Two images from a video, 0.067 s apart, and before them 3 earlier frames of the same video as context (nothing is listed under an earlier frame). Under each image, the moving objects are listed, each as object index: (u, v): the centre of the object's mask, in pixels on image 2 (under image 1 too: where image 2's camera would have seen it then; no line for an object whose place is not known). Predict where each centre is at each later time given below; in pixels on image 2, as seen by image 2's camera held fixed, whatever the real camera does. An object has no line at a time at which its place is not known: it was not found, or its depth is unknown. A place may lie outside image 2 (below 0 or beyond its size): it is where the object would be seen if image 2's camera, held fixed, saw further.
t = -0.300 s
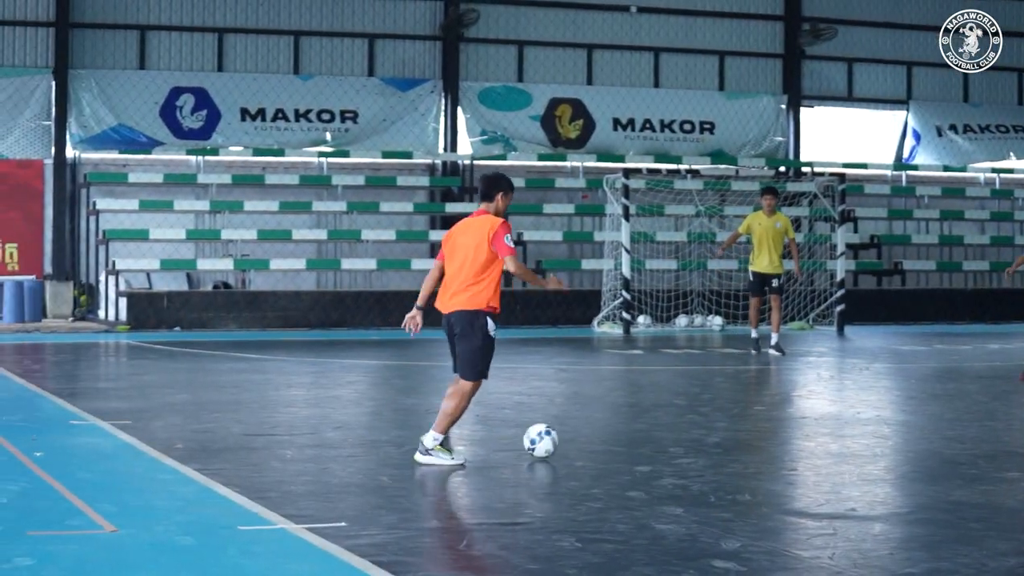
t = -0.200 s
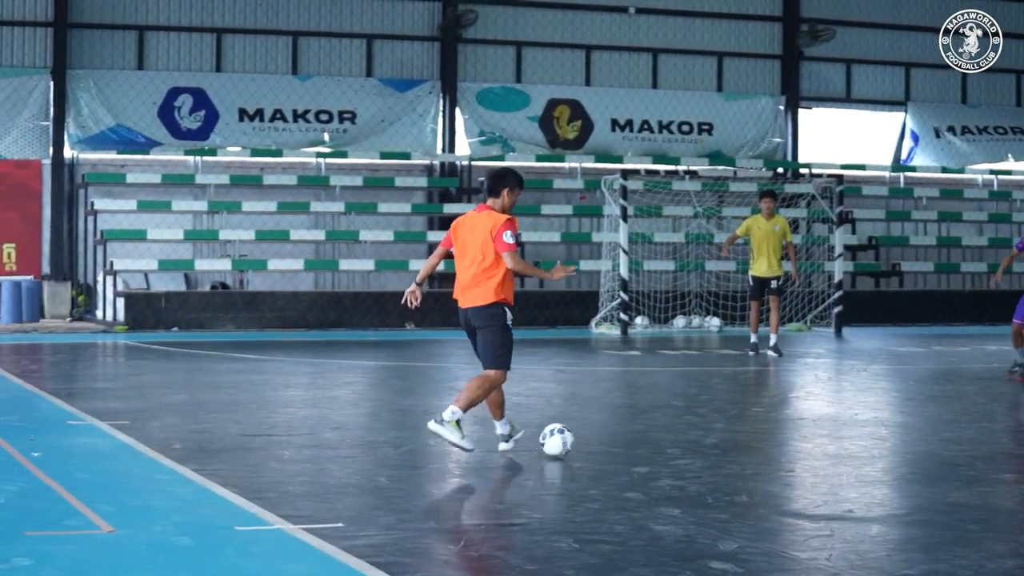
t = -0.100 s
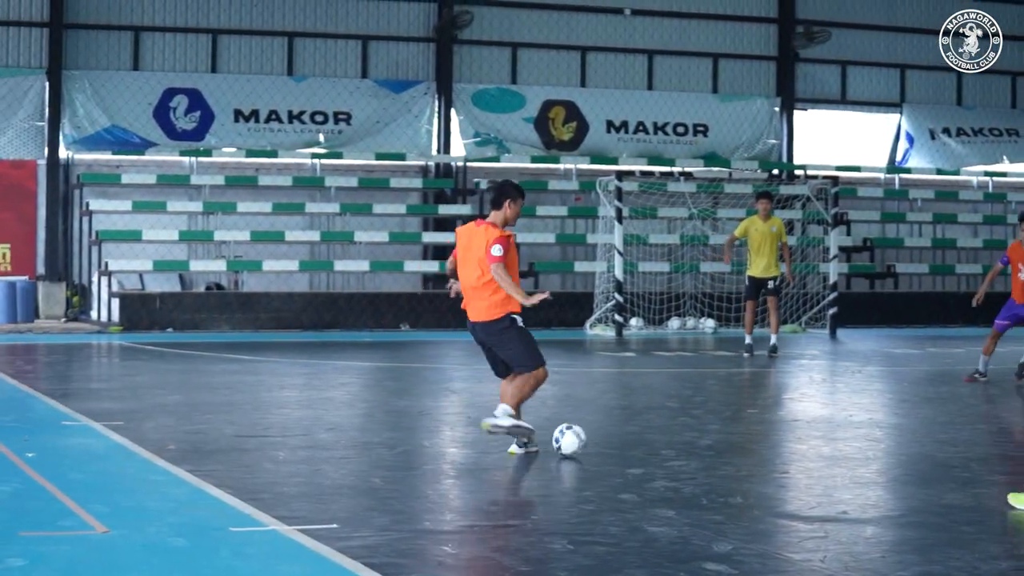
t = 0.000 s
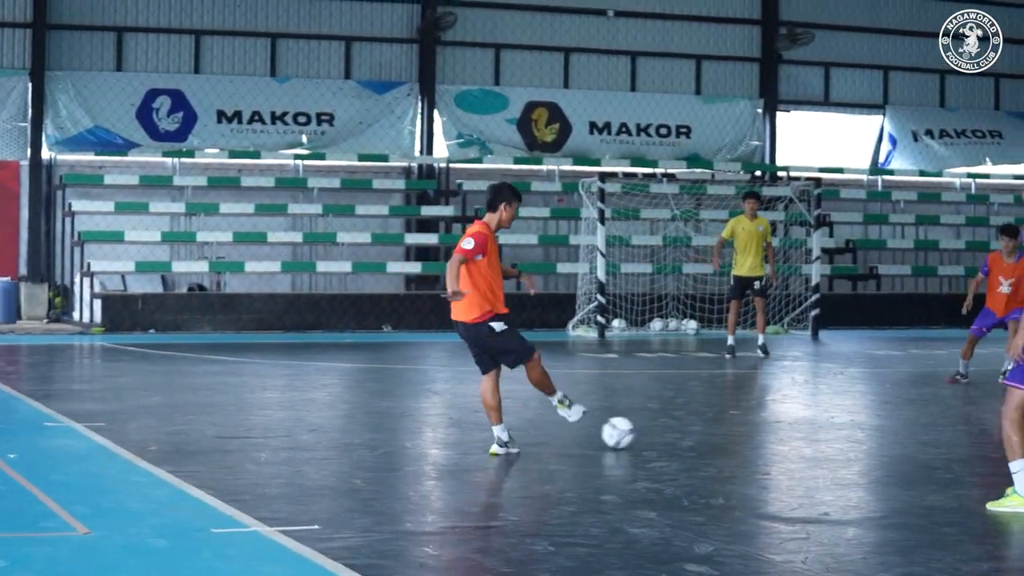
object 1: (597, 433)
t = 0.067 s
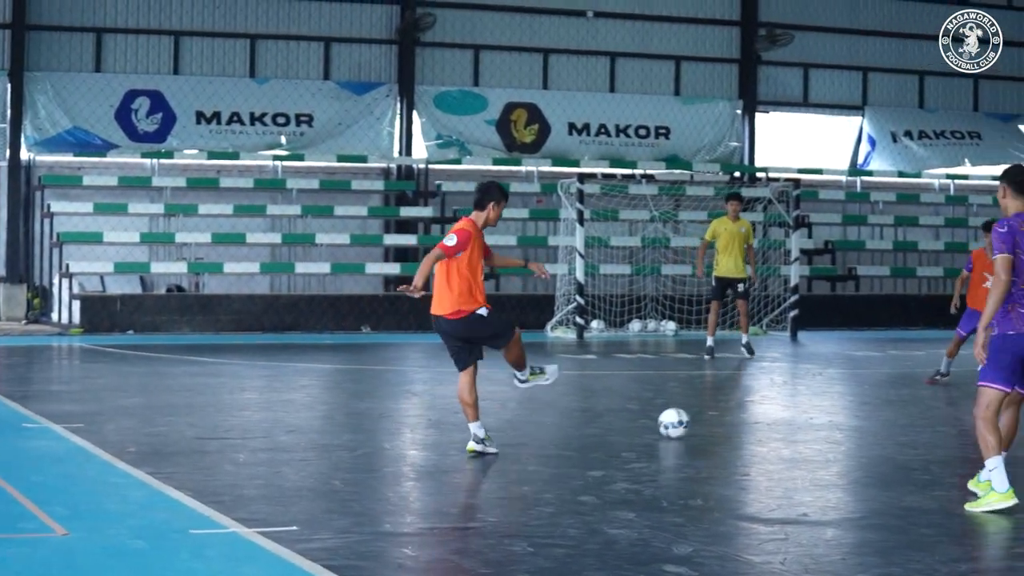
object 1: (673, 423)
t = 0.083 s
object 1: (683, 422)
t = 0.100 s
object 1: (703, 419)
